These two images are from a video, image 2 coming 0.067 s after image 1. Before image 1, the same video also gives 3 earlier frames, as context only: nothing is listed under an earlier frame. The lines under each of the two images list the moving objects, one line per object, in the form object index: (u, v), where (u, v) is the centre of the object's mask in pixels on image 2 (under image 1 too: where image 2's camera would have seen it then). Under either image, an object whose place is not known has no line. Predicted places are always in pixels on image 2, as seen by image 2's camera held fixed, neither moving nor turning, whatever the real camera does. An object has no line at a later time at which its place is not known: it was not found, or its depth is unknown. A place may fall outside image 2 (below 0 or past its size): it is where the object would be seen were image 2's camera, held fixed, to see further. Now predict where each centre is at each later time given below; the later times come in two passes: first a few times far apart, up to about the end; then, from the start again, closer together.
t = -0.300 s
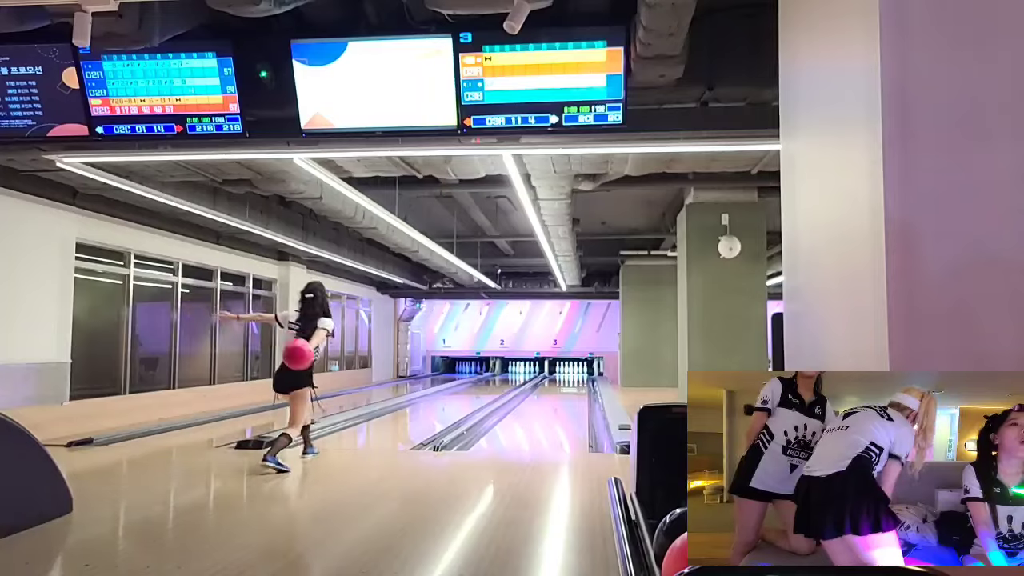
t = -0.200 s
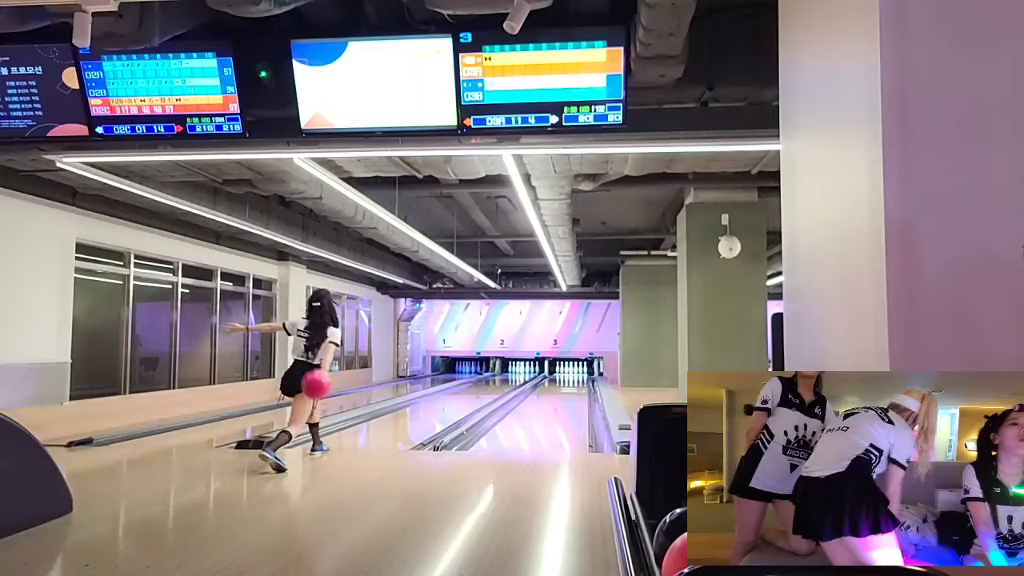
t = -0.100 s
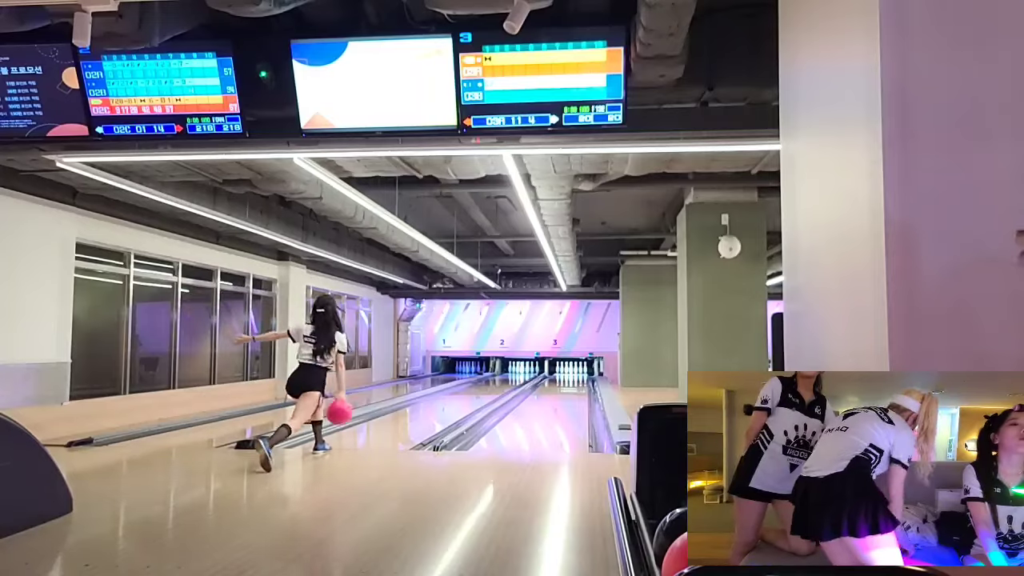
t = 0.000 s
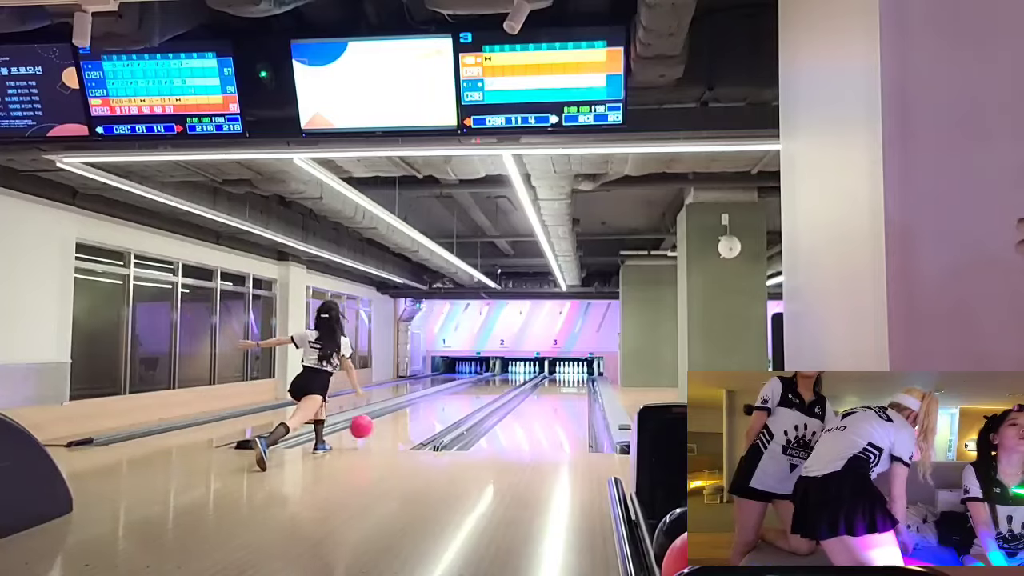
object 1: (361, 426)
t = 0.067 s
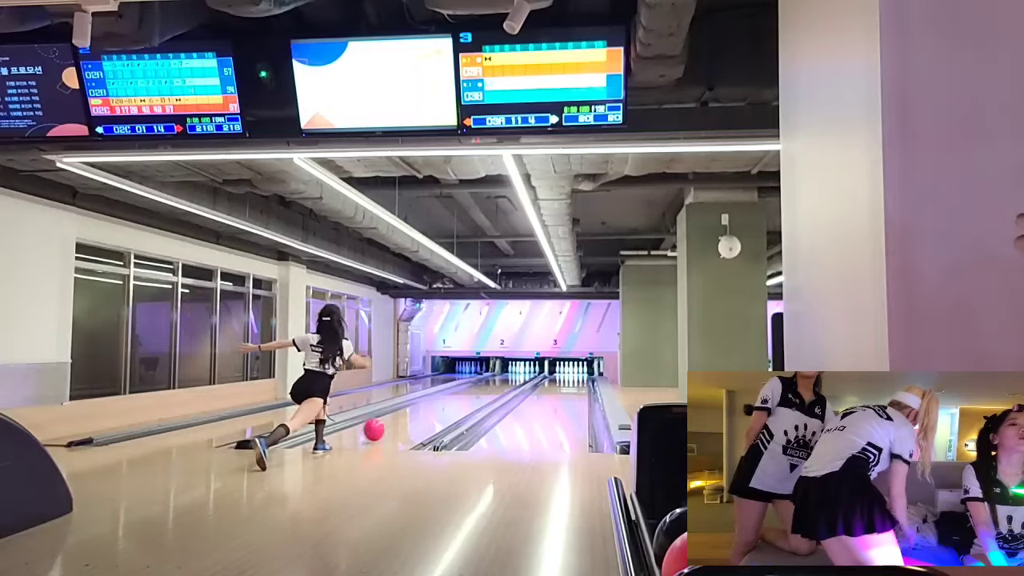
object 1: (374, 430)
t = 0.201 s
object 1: (395, 422)
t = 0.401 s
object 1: (421, 412)
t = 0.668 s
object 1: (446, 403)
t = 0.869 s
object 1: (463, 396)
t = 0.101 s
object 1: (380, 426)
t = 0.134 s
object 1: (385, 425)
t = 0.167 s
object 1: (390, 424)
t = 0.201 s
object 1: (395, 422)
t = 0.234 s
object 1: (400, 421)
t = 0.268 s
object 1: (405, 419)
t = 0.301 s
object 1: (409, 417)
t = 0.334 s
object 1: (413, 416)
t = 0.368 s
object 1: (417, 414)
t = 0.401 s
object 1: (421, 412)
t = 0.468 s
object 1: (428, 410)
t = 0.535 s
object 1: (435, 407)
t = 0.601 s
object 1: (440, 405)
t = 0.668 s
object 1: (446, 403)
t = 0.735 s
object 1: (451, 401)
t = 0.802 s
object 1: (456, 399)
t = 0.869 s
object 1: (463, 396)
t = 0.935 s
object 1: (467, 395)
